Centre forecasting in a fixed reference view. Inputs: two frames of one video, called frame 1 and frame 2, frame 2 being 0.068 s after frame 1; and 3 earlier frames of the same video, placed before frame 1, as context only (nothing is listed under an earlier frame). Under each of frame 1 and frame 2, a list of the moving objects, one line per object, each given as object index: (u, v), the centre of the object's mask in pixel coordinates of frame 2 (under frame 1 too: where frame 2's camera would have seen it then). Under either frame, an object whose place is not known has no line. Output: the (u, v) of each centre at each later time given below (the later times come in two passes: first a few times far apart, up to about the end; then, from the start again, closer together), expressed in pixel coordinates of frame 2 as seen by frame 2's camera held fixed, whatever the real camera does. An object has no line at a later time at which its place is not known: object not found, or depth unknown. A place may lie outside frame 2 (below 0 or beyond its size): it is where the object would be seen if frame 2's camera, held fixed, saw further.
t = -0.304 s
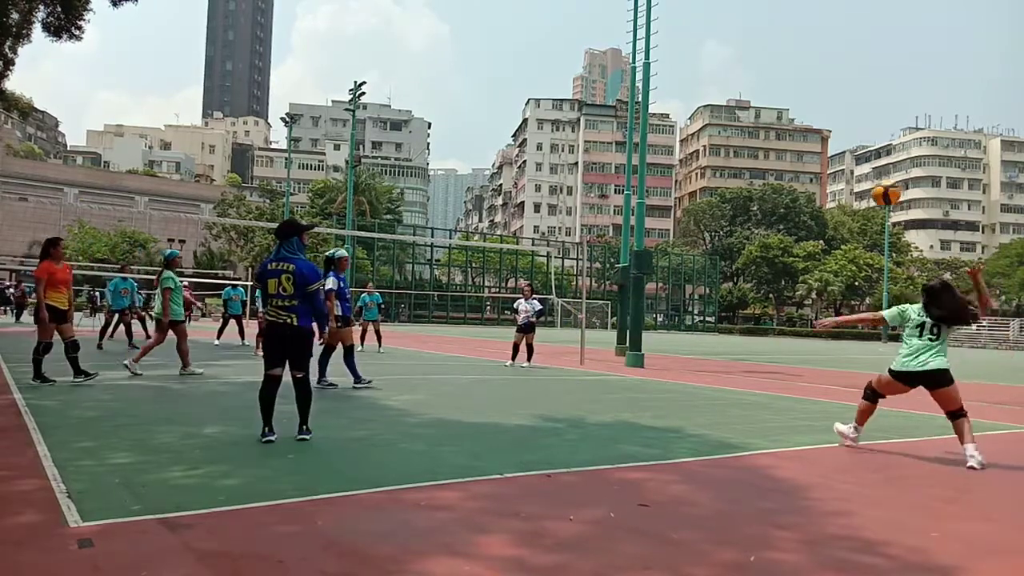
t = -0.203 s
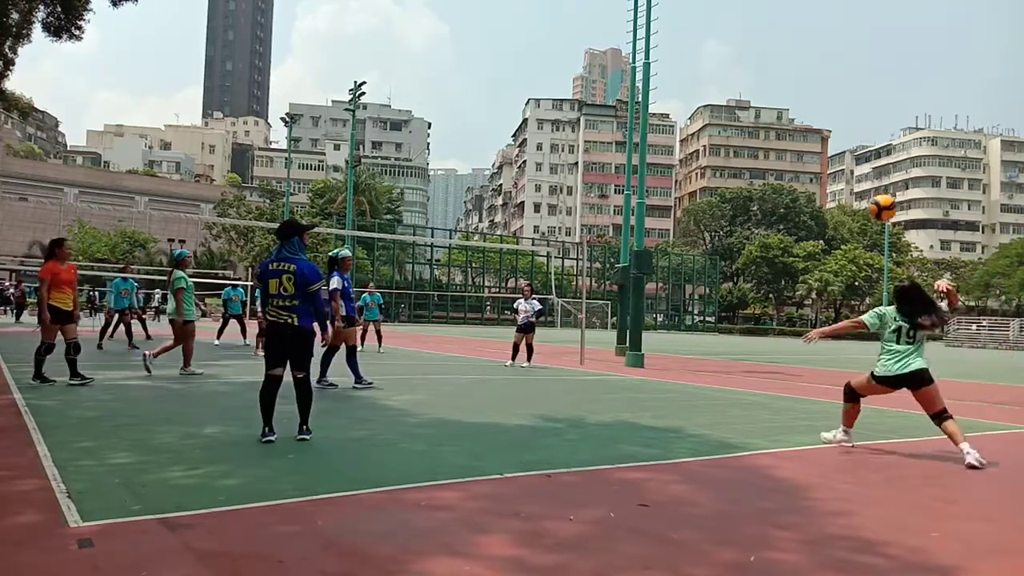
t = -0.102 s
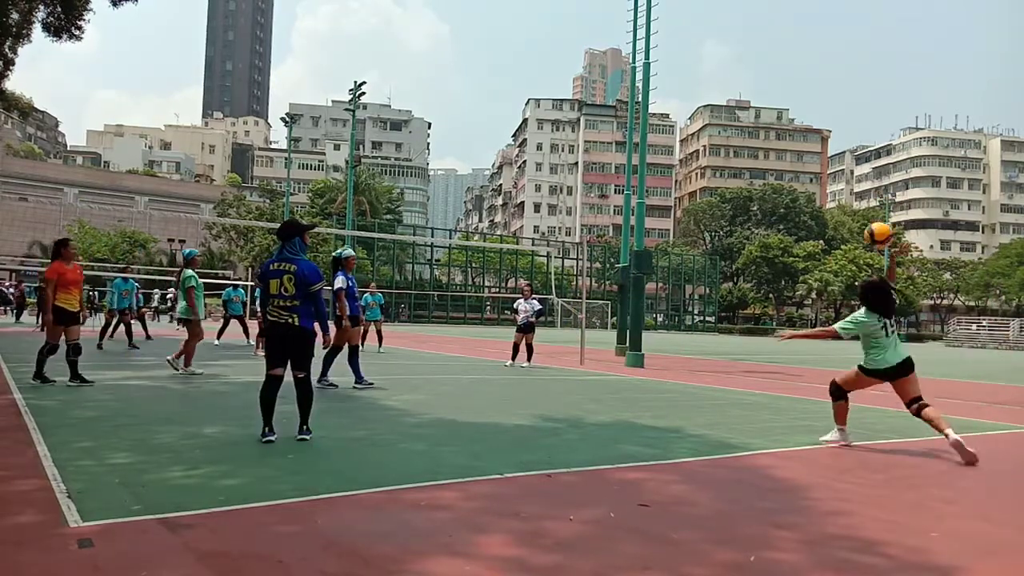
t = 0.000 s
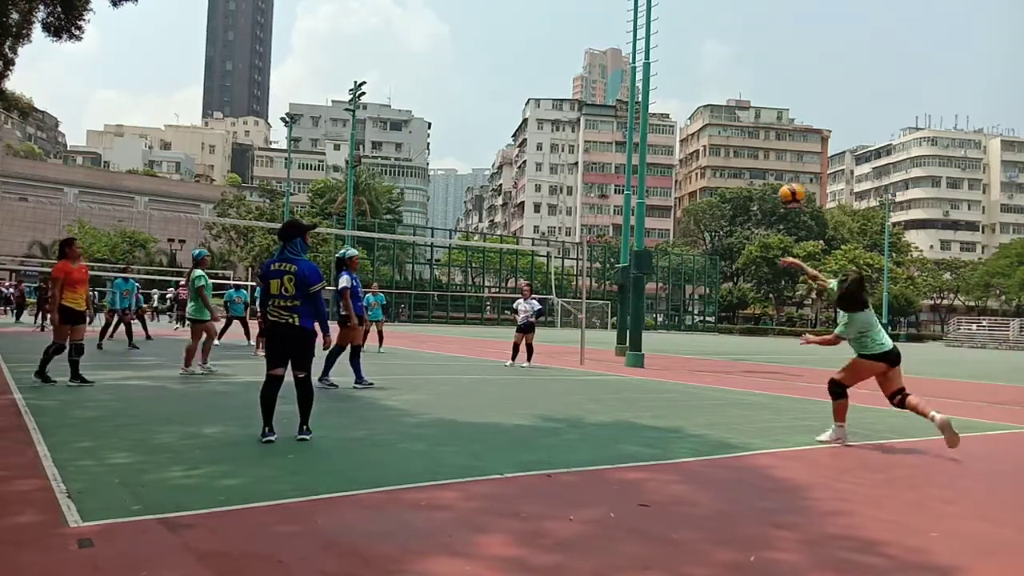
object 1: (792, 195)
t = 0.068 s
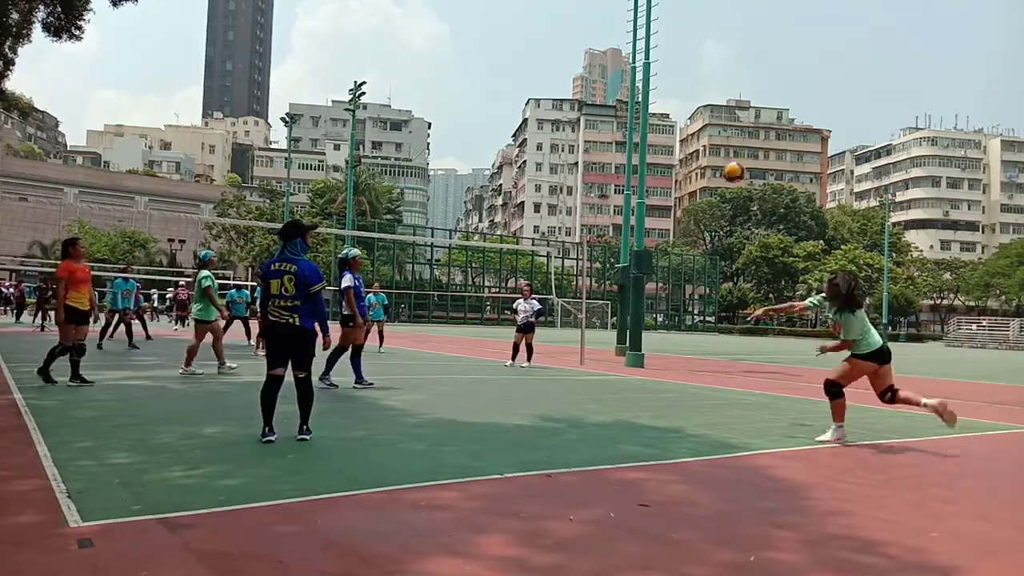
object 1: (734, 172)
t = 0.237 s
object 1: (626, 145)
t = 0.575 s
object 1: (488, 162)
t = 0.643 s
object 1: (467, 173)
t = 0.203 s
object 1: (643, 147)
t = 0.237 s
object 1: (626, 145)
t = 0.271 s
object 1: (607, 143)
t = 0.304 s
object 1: (590, 142)
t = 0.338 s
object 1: (575, 142)
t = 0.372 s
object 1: (561, 143)
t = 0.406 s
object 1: (549, 145)
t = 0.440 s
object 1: (534, 147)
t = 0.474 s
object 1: (521, 149)
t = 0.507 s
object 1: (508, 153)
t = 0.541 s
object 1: (498, 158)
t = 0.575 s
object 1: (488, 162)
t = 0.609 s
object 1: (477, 168)
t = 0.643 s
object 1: (467, 173)
